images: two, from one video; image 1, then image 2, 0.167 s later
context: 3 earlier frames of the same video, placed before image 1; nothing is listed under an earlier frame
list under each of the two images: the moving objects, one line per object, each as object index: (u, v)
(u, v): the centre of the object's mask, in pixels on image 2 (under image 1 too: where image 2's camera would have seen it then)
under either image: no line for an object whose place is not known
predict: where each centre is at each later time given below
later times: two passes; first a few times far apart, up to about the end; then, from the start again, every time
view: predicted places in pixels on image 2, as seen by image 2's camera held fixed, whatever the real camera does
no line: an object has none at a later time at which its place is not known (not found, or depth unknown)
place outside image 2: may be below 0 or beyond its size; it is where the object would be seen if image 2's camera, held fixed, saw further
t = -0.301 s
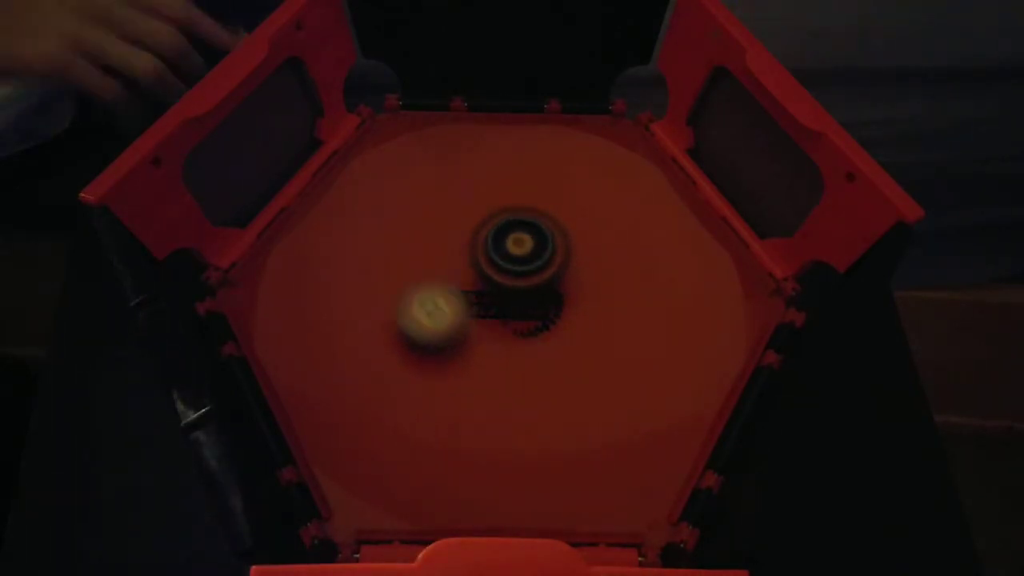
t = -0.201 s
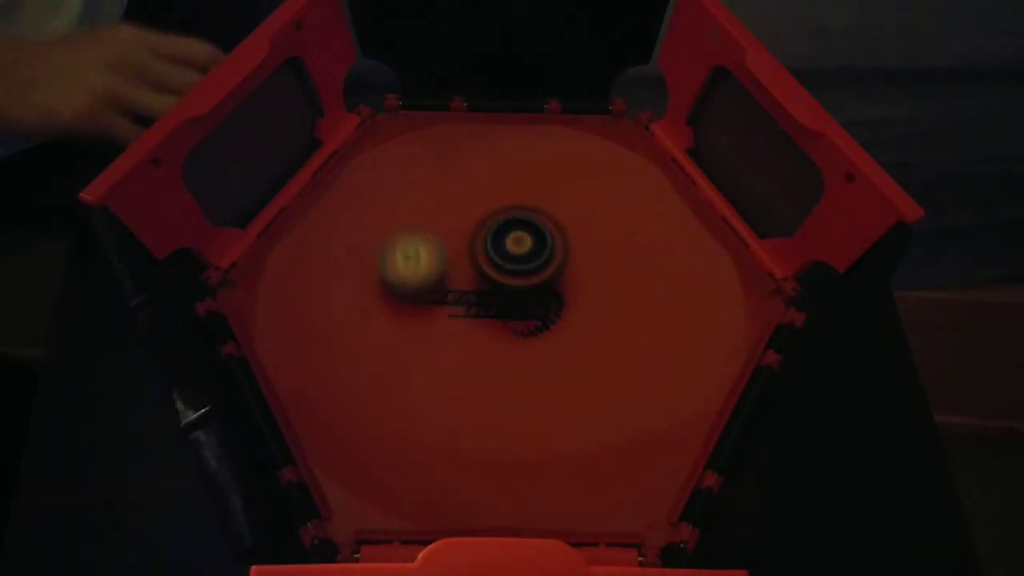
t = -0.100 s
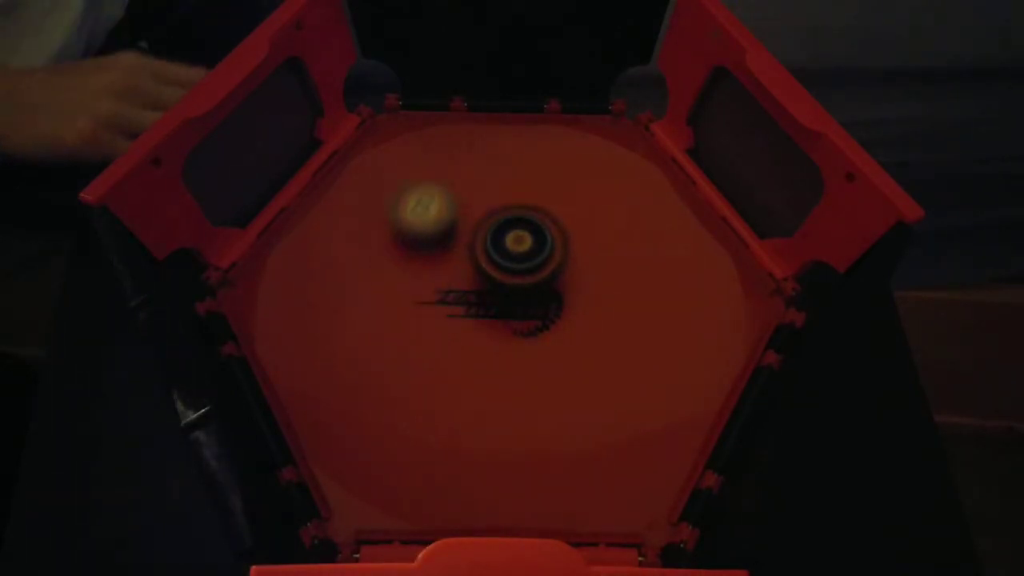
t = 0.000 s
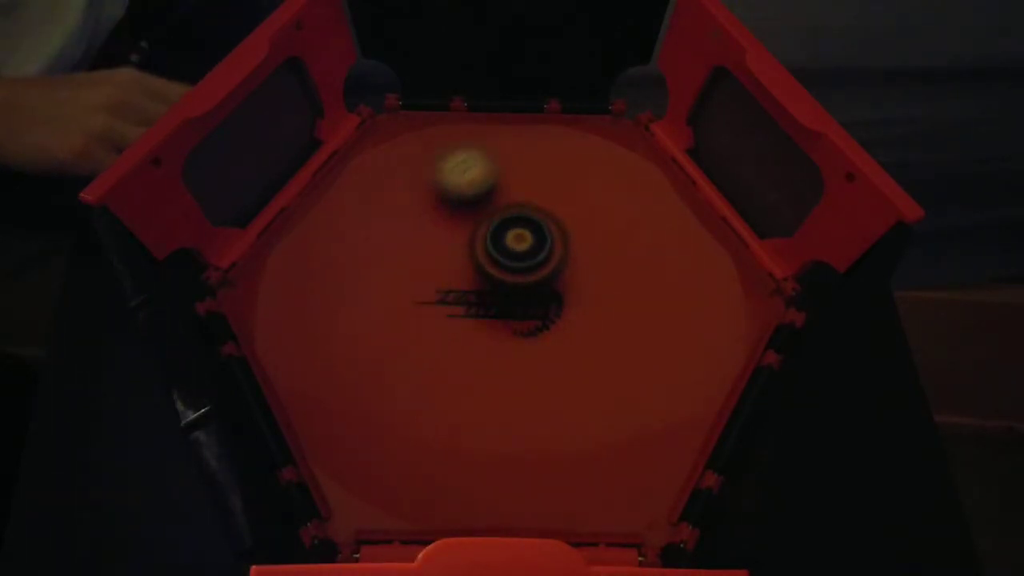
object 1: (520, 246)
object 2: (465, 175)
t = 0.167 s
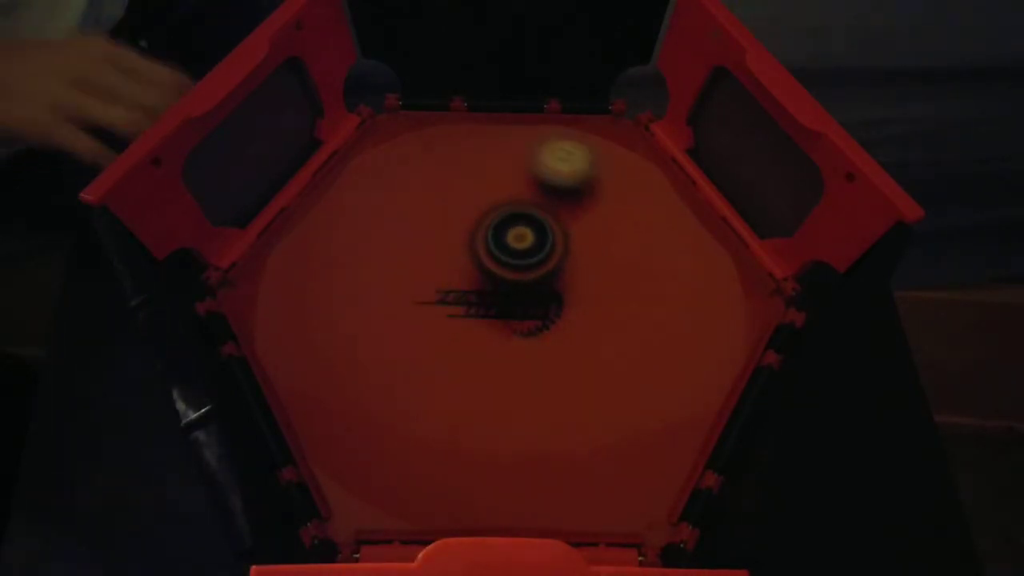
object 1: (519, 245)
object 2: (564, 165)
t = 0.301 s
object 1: (521, 242)
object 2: (629, 212)
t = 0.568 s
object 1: (526, 239)
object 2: (582, 341)
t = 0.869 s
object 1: (530, 237)
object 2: (416, 304)
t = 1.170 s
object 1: (534, 240)
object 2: (462, 180)
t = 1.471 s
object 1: (535, 242)
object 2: (615, 230)
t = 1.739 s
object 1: (537, 244)
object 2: (563, 350)
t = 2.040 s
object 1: (535, 247)
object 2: (421, 302)
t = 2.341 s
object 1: (533, 249)
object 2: (487, 192)
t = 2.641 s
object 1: (526, 247)
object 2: (622, 251)
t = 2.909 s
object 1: (523, 247)
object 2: (559, 348)
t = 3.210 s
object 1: (523, 245)
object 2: (442, 280)
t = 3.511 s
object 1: (534, 245)
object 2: (508, 181)
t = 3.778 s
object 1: (535, 240)
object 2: (616, 234)
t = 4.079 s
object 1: (535, 243)
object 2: (540, 327)
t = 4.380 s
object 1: (532, 245)
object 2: (444, 254)
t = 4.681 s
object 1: (528, 248)
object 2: (536, 187)
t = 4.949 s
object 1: (515, 251)
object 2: (620, 263)
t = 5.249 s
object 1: (490, 254)
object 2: (566, 348)
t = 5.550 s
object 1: (467, 227)
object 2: (499, 320)
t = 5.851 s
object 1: (473, 198)
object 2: (524, 271)
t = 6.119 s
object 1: (502, 196)
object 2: (581, 262)
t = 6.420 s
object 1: (532, 224)
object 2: (594, 282)
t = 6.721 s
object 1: (517, 255)
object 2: (598, 303)
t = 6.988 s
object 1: (483, 271)
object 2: (567, 289)
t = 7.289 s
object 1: (460, 273)
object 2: (554, 232)
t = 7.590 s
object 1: (472, 260)
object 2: (579, 215)
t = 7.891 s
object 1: (486, 254)
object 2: (587, 222)
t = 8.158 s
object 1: (494, 265)
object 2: (616, 237)
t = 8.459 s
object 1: (477, 291)
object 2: (570, 232)
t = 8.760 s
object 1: (448, 301)
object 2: (544, 181)
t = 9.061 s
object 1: (445, 280)
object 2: (542, 194)
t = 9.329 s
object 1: (444, 303)
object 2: (516, 191)
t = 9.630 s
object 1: (449, 352)
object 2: (564, 164)
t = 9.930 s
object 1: (485, 354)
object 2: (548, 230)
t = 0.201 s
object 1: (520, 244)
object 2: (582, 172)
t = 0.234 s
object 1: (521, 243)
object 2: (601, 183)
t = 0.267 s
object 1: (521, 242)
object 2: (616, 195)
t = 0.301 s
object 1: (521, 242)
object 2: (629, 212)
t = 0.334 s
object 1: (522, 241)
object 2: (637, 229)
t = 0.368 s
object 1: (522, 240)
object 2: (641, 248)
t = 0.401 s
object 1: (523, 240)
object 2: (641, 267)
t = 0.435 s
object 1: (524, 240)
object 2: (637, 285)
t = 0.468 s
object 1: (524, 239)
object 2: (629, 300)
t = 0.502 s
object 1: (524, 239)
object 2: (616, 316)
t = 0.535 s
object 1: (525, 239)
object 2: (600, 330)
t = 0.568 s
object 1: (526, 239)
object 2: (582, 341)
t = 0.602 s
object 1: (526, 238)
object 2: (563, 349)
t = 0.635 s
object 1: (526, 237)
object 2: (541, 354)
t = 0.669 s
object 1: (527, 238)
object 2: (519, 354)
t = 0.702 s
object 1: (527, 238)
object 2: (498, 352)
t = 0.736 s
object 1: (528, 238)
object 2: (479, 346)
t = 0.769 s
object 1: (528, 237)
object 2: (460, 340)
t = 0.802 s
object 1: (528, 237)
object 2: (443, 329)
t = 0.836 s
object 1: (529, 237)
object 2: (428, 318)
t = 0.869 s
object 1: (530, 237)
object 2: (416, 304)
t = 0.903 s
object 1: (529, 237)
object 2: (409, 288)
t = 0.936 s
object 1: (531, 237)
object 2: (404, 272)
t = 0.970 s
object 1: (531, 238)
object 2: (403, 256)
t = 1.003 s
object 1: (531, 238)
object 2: (405, 239)
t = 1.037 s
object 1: (532, 238)
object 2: (411, 225)
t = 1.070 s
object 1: (531, 238)
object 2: (419, 209)
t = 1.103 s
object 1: (532, 239)
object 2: (431, 197)
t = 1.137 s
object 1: (533, 239)
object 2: (445, 188)
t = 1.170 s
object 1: (534, 240)
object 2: (462, 180)
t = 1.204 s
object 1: (534, 241)
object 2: (480, 173)
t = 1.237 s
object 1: (535, 241)
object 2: (500, 170)
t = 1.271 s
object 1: (536, 242)
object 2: (519, 171)
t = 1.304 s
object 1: (535, 242)
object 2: (540, 173)
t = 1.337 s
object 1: (535, 243)
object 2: (559, 181)
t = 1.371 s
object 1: (534, 242)
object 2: (577, 188)
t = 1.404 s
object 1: (534, 242)
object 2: (594, 200)
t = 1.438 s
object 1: (535, 241)
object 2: (606, 214)
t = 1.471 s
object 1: (535, 242)
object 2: (615, 230)
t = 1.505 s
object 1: (536, 242)
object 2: (620, 249)
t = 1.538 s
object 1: (537, 242)
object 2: (622, 266)
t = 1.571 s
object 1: (537, 243)
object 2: (620, 282)
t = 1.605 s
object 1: (537, 244)
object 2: (615, 300)
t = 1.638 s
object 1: (537, 244)
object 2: (606, 314)
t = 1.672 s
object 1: (537, 244)
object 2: (594, 328)
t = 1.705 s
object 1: (538, 245)
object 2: (579, 340)
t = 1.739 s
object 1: (537, 244)
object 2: (563, 350)
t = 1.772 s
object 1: (537, 245)
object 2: (545, 355)
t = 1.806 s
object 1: (537, 245)
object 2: (526, 359)
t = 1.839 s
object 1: (537, 245)
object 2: (507, 358)
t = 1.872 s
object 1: (537, 246)
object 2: (488, 355)
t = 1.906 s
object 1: (537, 246)
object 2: (471, 348)
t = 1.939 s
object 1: (536, 246)
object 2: (455, 340)
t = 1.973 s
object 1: (536, 247)
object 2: (441, 329)
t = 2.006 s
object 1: (536, 247)
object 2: (429, 317)
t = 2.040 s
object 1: (535, 247)
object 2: (421, 302)
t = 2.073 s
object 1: (535, 248)
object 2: (416, 289)
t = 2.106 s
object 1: (535, 248)
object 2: (416, 273)
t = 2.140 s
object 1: (534, 248)
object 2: (417, 258)
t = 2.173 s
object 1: (535, 248)
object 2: (422, 244)
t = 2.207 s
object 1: (535, 248)
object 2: (431, 231)
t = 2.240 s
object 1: (534, 248)
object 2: (441, 219)
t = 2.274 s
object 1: (534, 248)
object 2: (454, 206)
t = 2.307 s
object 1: (534, 248)
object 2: (470, 198)
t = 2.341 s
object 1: (533, 249)
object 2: (487, 192)
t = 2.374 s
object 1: (532, 249)
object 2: (504, 187)
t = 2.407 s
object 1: (531, 249)
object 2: (522, 186)
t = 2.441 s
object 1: (530, 248)
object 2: (542, 188)
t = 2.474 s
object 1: (528, 249)
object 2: (561, 192)
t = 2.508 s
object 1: (527, 248)
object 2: (578, 199)
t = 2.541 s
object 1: (527, 248)
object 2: (593, 210)
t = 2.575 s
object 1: (526, 247)
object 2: (605, 220)
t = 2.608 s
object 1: (526, 247)
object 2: (615, 234)
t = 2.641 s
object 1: (526, 247)
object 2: (622, 251)
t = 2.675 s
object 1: (526, 247)
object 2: (626, 266)
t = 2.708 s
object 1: (525, 247)
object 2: (625, 282)
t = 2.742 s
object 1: (525, 247)
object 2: (621, 297)
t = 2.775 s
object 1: (524, 247)
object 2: (613, 312)
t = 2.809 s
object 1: (524, 247)
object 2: (603, 324)
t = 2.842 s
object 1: (524, 247)
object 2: (590, 335)
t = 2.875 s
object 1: (523, 247)
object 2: (575, 343)
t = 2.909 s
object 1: (523, 247)
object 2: (559, 348)
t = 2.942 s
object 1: (522, 246)
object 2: (540, 351)
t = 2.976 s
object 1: (522, 246)
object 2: (524, 349)
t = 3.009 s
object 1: (522, 247)
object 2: (506, 346)
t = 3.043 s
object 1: (522, 246)
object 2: (490, 340)
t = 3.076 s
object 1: (522, 247)
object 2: (476, 331)
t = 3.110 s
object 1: (522, 247)
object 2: (463, 320)
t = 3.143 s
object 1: (522, 246)
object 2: (453, 308)
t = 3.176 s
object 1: (522, 246)
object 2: (447, 295)
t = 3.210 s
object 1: (523, 245)
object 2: (442, 280)
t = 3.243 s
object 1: (523, 245)
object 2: (439, 267)
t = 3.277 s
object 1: (524, 244)
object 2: (440, 252)
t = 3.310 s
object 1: (525, 245)
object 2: (443, 239)
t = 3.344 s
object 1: (527, 245)
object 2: (448, 225)
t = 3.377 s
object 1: (528, 244)
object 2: (454, 213)
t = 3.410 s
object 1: (529, 245)
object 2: (464, 204)
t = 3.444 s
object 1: (531, 245)
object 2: (476, 193)
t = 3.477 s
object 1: (532, 245)
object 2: (492, 186)
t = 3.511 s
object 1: (534, 245)
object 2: (508, 181)
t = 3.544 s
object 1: (534, 243)
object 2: (525, 178)
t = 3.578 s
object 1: (533, 243)
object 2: (541, 178)
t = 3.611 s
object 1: (534, 242)
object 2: (559, 182)
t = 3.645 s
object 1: (533, 242)
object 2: (577, 189)
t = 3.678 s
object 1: (534, 241)
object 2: (589, 198)
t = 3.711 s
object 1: (534, 240)
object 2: (601, 210)
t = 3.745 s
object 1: (535, 240)
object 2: (610, 222)
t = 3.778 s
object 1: (535, 240)
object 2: (616, 234)
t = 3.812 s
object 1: (536, 240)
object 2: (619, 250)
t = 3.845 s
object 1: (536, 240)
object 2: (620, 266)
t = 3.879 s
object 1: (536, 241)
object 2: (615, 280)
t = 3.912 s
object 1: (536, 241)
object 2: (608, 292)
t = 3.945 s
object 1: (536, 242)
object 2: (598, 304)
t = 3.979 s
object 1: (536, 241)
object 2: (586, 314)
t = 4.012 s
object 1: (536, 242)
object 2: (572, 321)
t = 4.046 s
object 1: (536, 242)
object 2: (557, 326)
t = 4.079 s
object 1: (535, 243)
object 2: (540, 327)
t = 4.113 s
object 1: (535, 242)
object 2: (524, 327)
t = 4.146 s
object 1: (534, 243)
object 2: (509, 323)
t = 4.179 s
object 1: (534, 244)
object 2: (494, 320)
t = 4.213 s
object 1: (533, 244)
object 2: (479, 312)
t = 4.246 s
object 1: (532, 244)
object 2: (468, 303)
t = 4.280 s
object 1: (532, 244)
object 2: (458, 291)
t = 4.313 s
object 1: (533, 243)
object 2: (450, 279)
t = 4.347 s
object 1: (532, 245)
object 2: (446, 267)
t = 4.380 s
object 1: (532, 245)
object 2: (444, 254)
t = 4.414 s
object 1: (531, 246)
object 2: (445, 241)
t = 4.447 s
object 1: (531, 246)
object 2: (449, 229)
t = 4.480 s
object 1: (531, 246)
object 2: (456, 217)
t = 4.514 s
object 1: (531, 247)
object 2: (464, 208)
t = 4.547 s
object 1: (531, 247)
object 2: (474, 199)
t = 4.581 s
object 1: (529, 248)
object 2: (488, 192)
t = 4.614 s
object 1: (529, 249)
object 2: (504, 188)
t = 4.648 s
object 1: (528, 249)
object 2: (520, 185)
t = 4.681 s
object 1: (528, 248)
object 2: (536, 187)
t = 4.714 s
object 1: (526, 249)
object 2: (552, 190)
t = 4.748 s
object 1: (525, 250)
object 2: (567, 197)
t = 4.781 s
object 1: (525, 249)
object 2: (579, 205)
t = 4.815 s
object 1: (524, 249)
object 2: (590, 215)
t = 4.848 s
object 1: (524, 248)
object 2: (598, 226)
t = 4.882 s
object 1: (523, 249)
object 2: (603, 239)
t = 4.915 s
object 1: (518, 251)
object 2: (612, 252)
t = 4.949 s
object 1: (515, 251)
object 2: (620, 263)
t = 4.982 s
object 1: (511, 252)
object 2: (625, 274)
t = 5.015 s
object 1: (509, 253)
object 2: (627, 289)
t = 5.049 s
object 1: (506, 253)
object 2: (627, 301)
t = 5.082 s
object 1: (502, 253)
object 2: (624, 313)
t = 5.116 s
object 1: (500, 254)
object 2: (616, 325)
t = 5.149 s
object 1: (496, 254)
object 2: (607, 334)
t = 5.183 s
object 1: (495, 254)
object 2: (595, 341)
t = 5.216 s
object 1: (492, 254)
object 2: (581, 345)
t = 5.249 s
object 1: (490, 254)
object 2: (566, 348)
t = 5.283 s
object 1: (488, 253)
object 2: (551, 346)
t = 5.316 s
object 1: (485, 255)
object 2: (537, 342)
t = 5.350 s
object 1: (484, 254)
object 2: (523, 336)
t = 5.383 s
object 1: (482, 252)
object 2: (513, 330)
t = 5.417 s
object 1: (475, 243)
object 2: (510, 330)
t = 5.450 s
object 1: (472, 239)
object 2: (506, 328)
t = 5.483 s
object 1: (469, 235)
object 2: (503, 326)
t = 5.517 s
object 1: (468, 231)
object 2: (501, 324)
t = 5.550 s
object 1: (467, 227)
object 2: (499, 320)
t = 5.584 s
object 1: (466, 224)
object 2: (499, 315)
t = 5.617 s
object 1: (465, 219)
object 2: (499, 310)
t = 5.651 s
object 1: (465, 216)
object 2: (500, 305)
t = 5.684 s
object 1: (466, 212)
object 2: (501, 300)
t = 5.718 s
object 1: (466, 209)
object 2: (504, 294)
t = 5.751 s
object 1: (468, 206)
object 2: (508, 288)
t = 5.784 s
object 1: (469, 203)
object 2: (514, 281)
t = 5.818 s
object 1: (471, 201)
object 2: (519, 276)
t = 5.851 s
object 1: (473, 198)
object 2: (524, 271)
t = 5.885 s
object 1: (476, 197)
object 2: (532, 268)
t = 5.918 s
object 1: (480, 195)
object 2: (539, 265)
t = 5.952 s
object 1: (483, 194)
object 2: (547, 262)
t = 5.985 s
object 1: (486, 194)
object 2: (554, 260)
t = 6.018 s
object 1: (490, 195)
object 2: (562, 259)
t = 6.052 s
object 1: (494, 194)
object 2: (568, 259)
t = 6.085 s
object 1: (498, 195)
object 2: (575, 261)
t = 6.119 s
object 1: (502, 196)
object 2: (581, 262)
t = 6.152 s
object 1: (507, 199)
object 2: (586, 263)
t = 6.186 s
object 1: (510, 201)
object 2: (590, 265)
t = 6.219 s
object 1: (515, 204)
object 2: (593, 267)
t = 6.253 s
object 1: (519, 206)
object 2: (594, 271)
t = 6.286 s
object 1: (522, 209)
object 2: (595, 274)
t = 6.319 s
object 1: (527, 213)
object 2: (595, 276)
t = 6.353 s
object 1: (529, 216)
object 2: (595, 278)
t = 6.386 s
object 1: (533, 221)
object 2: (593, 280)
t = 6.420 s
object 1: (532, 224)
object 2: (594, 282)
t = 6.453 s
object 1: (530, 228)
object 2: (595, 285)
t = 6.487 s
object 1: (532, 231)
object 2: (596, 287)
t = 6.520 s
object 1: (530, 235)
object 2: (597, 289)
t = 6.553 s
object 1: (531, 241)
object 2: (598, 290)
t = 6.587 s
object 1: (529, 243)
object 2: (598, 291)
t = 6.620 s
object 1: (526, 247)
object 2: (598, 295)
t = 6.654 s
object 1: (525, 248)
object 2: (598, 297)
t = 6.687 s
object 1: (521, 253)
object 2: (599, 301)
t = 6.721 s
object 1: (517, 255)
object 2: (598, 303)
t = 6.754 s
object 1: (512, 258)
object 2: (596, 303)
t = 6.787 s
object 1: (509, 260)
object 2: (593, 304)
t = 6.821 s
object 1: (505, 263)
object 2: (590, 303)
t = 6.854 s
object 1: (499, 265)
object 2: (585, 302)
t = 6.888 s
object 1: (497, 267)
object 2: (580, 300)
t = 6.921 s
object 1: (490, 269)
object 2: (575, 297)
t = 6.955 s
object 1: (487, 270)
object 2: (570, 293)
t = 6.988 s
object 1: (483, 271)
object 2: (567, 289)
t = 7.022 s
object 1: (478, 273)
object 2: (563, 284)
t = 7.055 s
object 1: (475, 273)
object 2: (560, 277)
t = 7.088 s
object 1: (470, 274)
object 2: (556, 269)
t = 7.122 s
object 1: (469, 275)
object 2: (554, 263)
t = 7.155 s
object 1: (465, 275)
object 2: (553, 257)
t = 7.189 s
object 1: (464, 275)
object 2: (552, 250)
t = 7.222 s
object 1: (462, 275)
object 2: (552, 243)
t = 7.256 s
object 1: (460, 275)
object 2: (552, 237)
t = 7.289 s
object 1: (460, 273)
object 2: (554, 232)
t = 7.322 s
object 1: (459, 273)
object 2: (556, 227)
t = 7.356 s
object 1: (460, 272)
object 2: (560, 223)
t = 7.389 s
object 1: (459, 270)
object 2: (563, 219)
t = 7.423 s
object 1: (460, 270)
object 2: (567, 216)
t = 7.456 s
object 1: (463, 266)
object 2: (570, 214)
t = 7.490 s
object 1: (463, 265)
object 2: (572, 214)
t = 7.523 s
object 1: (467, 263)
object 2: (574, 213)
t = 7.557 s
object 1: (468, 263)
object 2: (577, 213)
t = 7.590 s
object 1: (472, 260)
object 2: (579, 215)
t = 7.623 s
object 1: (474, 257)
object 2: (581, 216)
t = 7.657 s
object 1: (478, 256)
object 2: (581, 217)
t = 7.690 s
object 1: (482, 253)
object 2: (580, 219)
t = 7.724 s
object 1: (485, 252)
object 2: (579, 222)
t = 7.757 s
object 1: (491, 250)
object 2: (576, 226)
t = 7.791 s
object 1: (494, 248)
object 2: (573, 229)
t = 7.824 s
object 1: (496, 248)
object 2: (574, 229)
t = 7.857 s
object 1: (491, 252)
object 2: (580, 226)
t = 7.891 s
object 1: (486, 254)
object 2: (587, 222)
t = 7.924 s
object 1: (487, 254)
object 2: (594, 221)
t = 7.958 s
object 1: (486, 257)
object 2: (600, 220)
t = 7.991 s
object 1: (487, 257)
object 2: (607, 221)
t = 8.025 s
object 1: (488, 259)
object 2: (611, 223)
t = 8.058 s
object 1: (489, 261)
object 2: (615, 227)
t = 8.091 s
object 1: (492, 263)
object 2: (616, 230)
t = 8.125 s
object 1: (492, 263)
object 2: (617, 234)
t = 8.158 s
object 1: (494, 265)
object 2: (616, 237)
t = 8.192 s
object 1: (495, 265)
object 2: (612, 242)
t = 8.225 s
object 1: (497, 266)
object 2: (607, 246)
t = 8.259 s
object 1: (499, 266)
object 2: (600, 249)
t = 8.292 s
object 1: (500, 266)
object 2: (594, 252)
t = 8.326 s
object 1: (504, 267)
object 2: (585, 252)
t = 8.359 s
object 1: (502, 268)
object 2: (579, 250)
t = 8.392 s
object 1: (494, 277)
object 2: (577, 242)
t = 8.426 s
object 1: (483, 286)
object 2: (574, 237)
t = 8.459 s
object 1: (477, 291)
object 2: (570, 232)
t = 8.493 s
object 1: (472, 296)
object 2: (564, 225)
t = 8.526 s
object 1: (468, 299)
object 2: (558, 219)
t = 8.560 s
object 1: (466, 299)
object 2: (553, 212)
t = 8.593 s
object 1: (462, 301)
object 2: (550, 206)
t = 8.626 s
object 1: (460, 302)
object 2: (547, 201)
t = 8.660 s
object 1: (456, 303)
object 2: (545, 194)
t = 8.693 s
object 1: (454, 302)
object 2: (543, 189)
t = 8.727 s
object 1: (449, 302)
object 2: (544, 185)
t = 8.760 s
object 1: (448, 301)
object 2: (544, 181)
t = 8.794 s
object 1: (446, 298)
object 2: (545, 179)
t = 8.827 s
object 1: (444, 298)
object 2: (545, 177)
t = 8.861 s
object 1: (441, 297)
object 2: (546, 178)
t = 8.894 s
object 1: (439, 295)
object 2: (546, 178)
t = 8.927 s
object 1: (440, 291)
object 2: (547, 180)
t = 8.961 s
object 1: (440, 288)
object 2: (547, 182)
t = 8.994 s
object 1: (441, 286)
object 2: (546, 187)
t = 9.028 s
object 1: (442, 282)
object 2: (545, 190)
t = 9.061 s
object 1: (445, 280)
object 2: (542, 194)
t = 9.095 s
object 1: (447, 275)
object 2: (539, 197)
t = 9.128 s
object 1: (450, 272)
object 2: (533, 203)
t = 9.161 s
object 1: (453, 268)
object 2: (527, 208)
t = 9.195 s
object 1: (454, 266)
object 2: (522, 213)
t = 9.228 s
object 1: (460, 262)
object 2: (516, 215)
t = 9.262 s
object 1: (458, 269)
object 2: (512, 211)
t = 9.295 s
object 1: (449, 288)
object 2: (515, 200)
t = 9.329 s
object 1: (444, 303)
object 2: (516, 191)
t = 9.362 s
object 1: (440, 313)
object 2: (518, 184)
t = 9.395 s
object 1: (441, 319)
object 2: (522, 174)
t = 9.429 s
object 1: (440, 326)
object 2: (527, 169)
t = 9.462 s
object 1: (441, 331)
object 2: (532, 163)
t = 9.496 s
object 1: (441, 335)
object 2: (538, 160)
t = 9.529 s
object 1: (443, 341)
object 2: (545, 157)
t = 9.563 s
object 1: (444, 343)
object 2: (551, 158)
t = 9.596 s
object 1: (446, 349)
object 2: (558, 159)
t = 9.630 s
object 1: (449, 352)
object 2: (564, 164)
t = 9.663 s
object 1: (451, 355)
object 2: (569, 170)
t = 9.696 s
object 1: (455, 357)
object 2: (571, 177)
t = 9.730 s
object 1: (457, 359)
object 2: (572, 185)
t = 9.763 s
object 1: (461, 361)
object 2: (571, 193)
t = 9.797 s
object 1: (464, 361)
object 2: (569, 201)
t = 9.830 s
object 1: (470, 360)
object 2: (565, 209)
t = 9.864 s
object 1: (474, 358)
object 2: (560, 215)
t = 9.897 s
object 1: (479, 357)
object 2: (555, 223)
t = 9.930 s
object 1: (485, 354)
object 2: (548, 230)
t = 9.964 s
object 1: (489, 353)
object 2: (541, 236)
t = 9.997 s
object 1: (497, 350)
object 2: (534, 242)
